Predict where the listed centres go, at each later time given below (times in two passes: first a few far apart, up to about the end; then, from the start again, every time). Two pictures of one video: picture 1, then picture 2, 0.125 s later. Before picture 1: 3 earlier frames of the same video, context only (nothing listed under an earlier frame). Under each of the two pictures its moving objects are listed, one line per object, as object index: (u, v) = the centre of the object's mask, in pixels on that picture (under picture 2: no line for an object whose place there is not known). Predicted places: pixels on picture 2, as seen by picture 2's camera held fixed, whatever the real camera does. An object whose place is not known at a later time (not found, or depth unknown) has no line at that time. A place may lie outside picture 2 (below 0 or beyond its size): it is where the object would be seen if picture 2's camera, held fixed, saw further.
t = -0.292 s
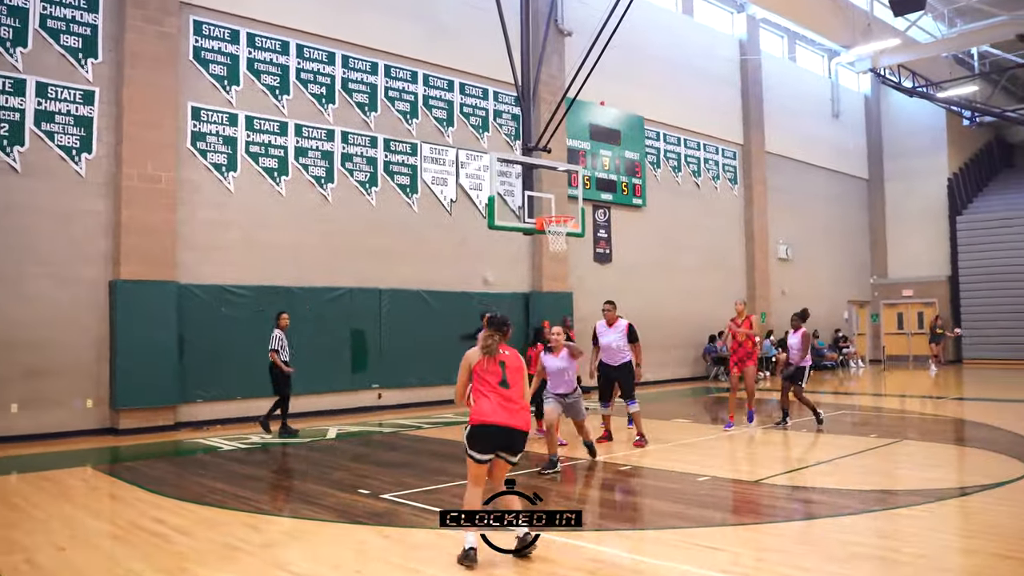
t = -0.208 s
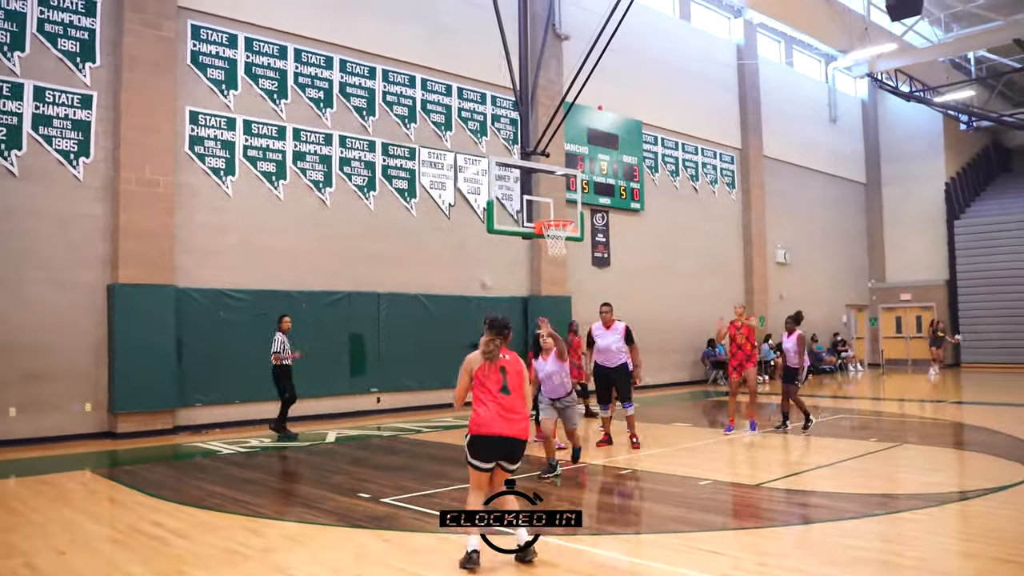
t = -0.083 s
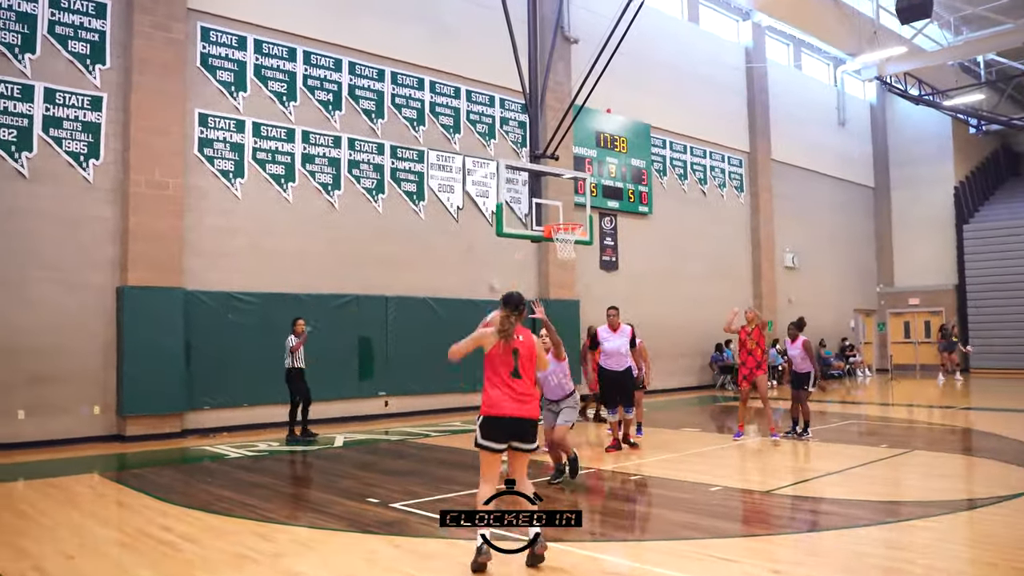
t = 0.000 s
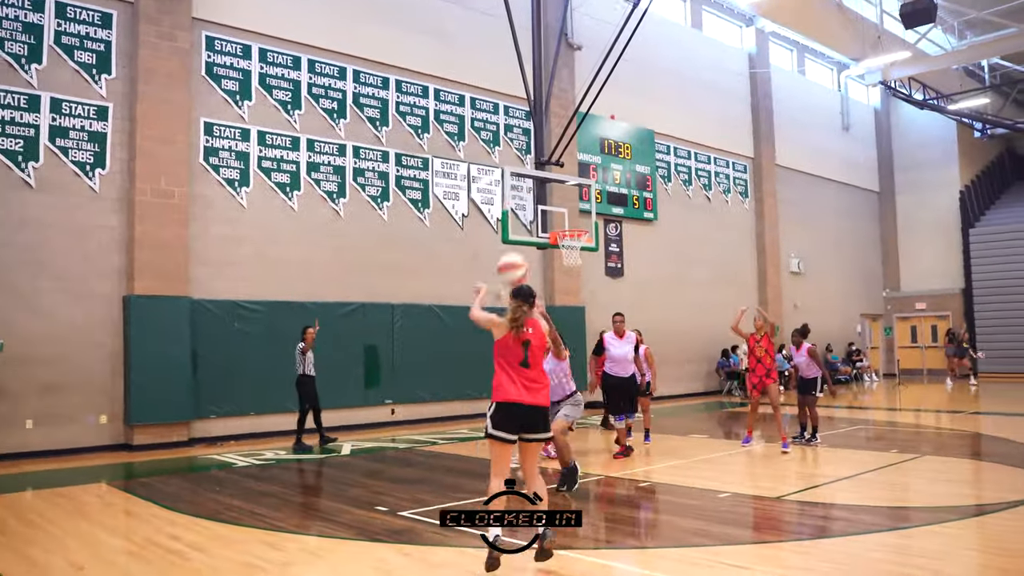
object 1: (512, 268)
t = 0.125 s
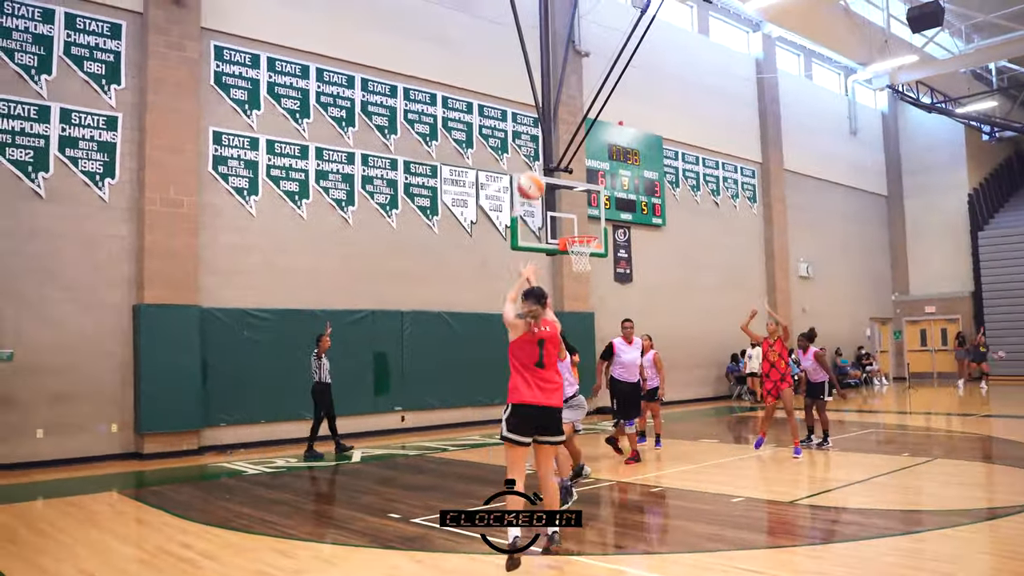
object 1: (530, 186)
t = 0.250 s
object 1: (539, 129)
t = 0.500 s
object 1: (550, 82)
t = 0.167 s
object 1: (534, 164)
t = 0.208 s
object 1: (536, 145)
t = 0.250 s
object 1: (539, 129)
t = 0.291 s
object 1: (542, 116)
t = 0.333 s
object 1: (544, 105)
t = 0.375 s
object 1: (545, 96)
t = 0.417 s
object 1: (547, 90)
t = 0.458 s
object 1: (548, 86)
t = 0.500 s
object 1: (550, 82)
